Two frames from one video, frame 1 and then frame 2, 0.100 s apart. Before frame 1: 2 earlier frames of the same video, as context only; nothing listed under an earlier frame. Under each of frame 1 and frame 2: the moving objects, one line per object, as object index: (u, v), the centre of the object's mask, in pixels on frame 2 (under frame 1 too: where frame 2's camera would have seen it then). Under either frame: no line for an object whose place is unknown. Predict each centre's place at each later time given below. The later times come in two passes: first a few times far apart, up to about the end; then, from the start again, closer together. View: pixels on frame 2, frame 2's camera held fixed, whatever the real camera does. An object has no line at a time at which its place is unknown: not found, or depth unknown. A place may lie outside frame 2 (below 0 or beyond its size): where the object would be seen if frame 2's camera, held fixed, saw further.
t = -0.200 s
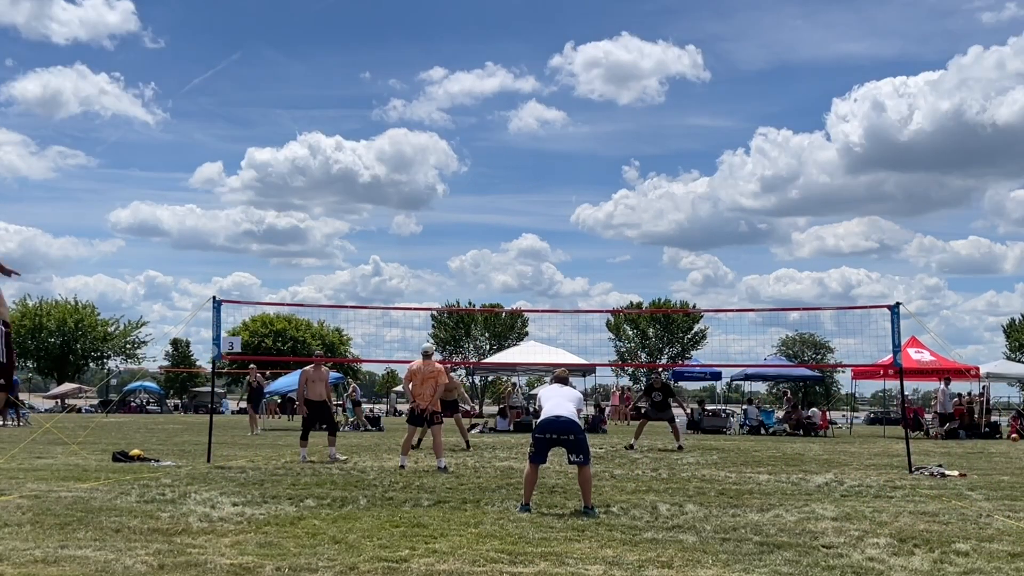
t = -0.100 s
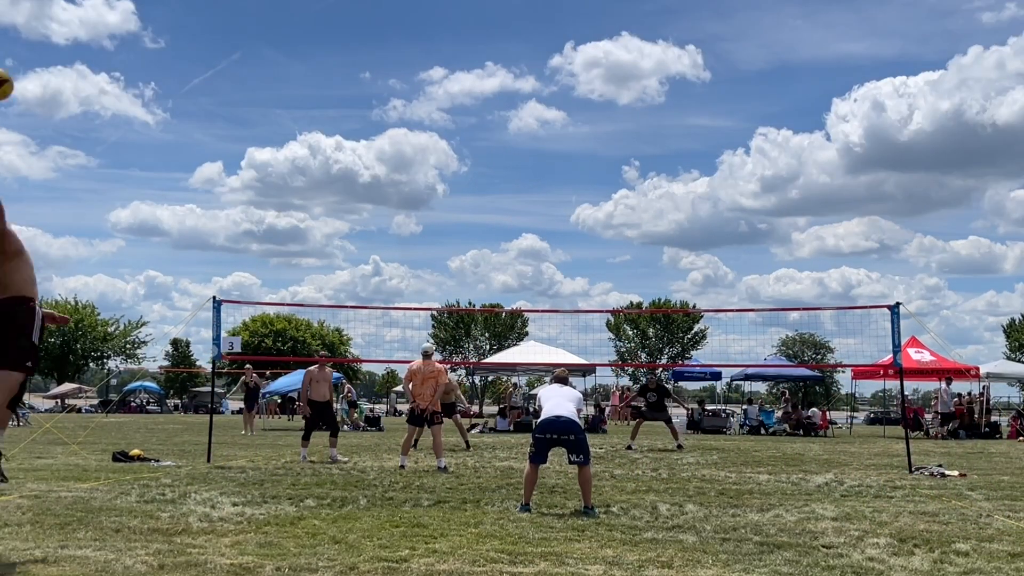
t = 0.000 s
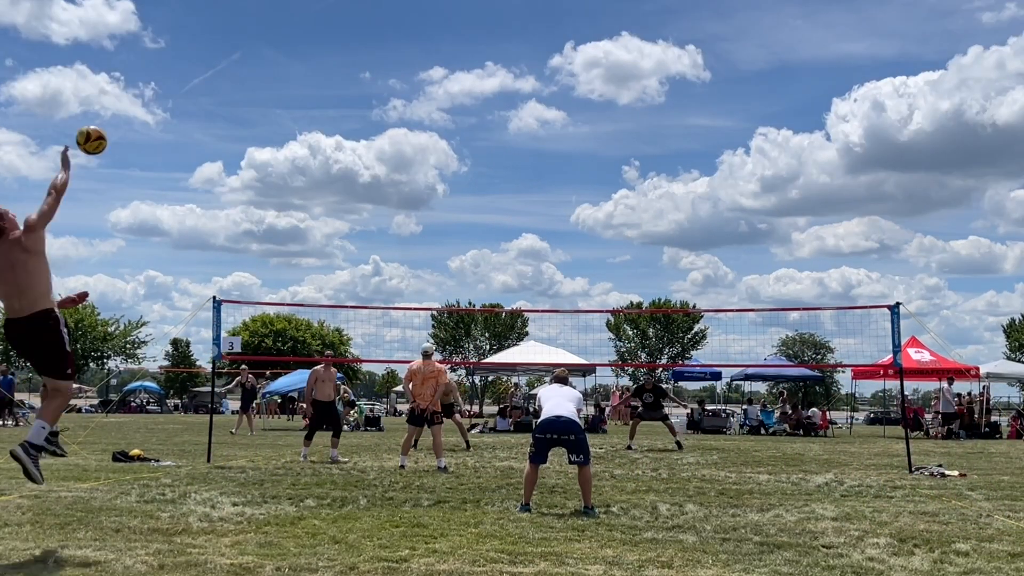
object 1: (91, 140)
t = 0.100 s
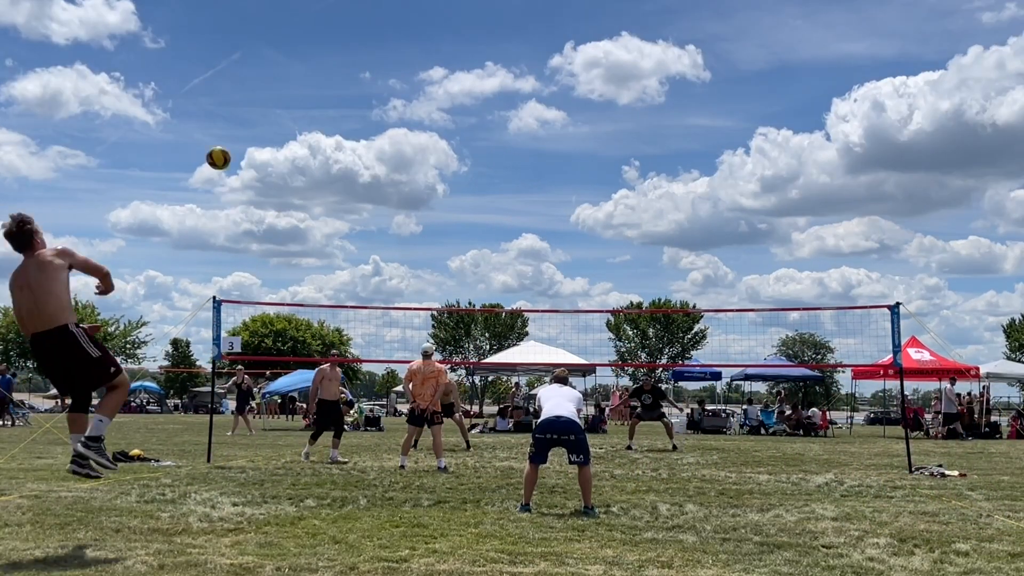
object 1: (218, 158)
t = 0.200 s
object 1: (295, 184)
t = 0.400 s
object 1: (378, 248)
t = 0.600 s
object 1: (418, 321)
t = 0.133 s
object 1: (248, 166)
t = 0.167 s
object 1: (273, 175)
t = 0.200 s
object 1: (295, 184)
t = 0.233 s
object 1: (314, 194)
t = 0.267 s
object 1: (330, 204)
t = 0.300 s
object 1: (345, 215)
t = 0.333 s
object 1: (357, 226)
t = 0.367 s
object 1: (369, 237)
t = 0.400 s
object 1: (378, 248)
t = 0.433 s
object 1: (387, 260)
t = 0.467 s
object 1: (395, 272)
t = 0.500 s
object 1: (401, 284)
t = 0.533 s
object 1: (408, 296)
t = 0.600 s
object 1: (418, 321)
